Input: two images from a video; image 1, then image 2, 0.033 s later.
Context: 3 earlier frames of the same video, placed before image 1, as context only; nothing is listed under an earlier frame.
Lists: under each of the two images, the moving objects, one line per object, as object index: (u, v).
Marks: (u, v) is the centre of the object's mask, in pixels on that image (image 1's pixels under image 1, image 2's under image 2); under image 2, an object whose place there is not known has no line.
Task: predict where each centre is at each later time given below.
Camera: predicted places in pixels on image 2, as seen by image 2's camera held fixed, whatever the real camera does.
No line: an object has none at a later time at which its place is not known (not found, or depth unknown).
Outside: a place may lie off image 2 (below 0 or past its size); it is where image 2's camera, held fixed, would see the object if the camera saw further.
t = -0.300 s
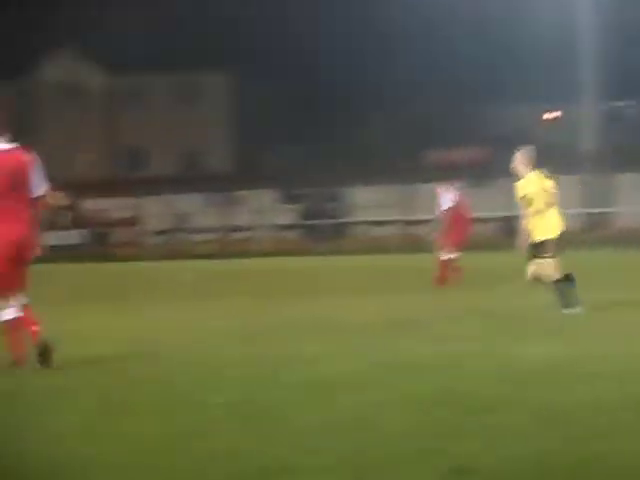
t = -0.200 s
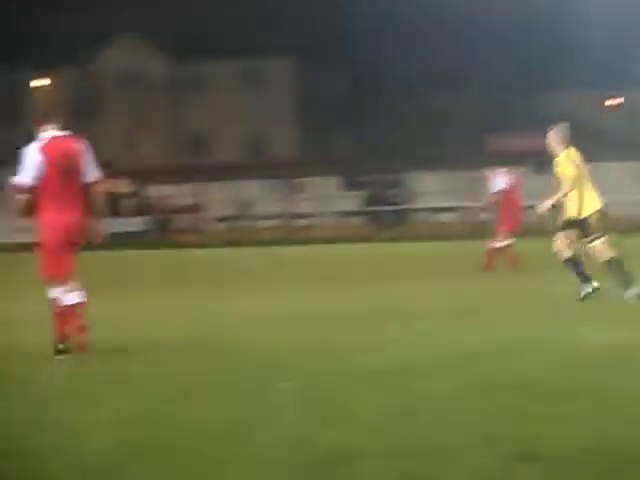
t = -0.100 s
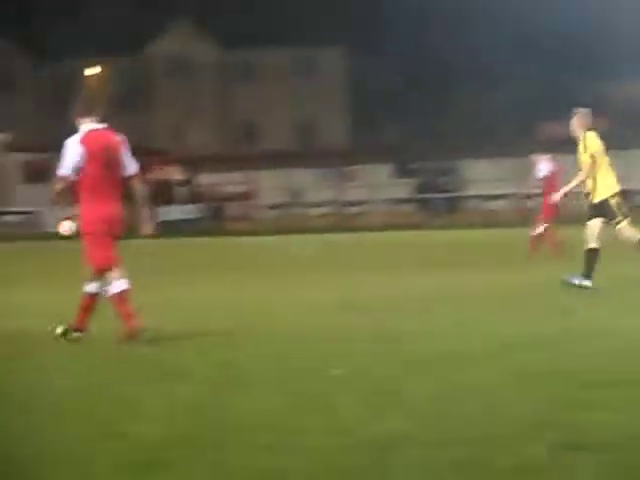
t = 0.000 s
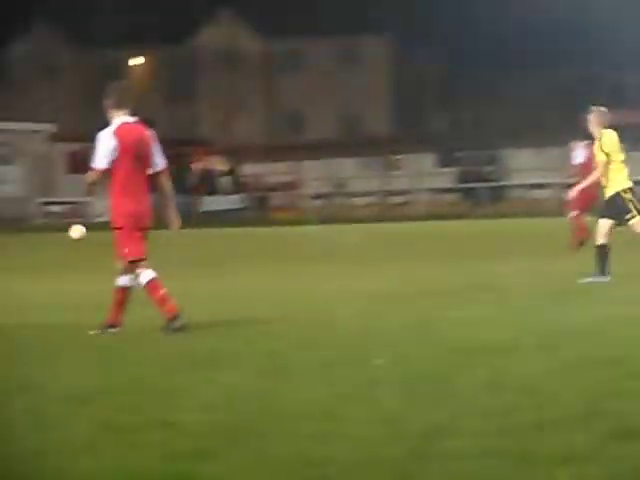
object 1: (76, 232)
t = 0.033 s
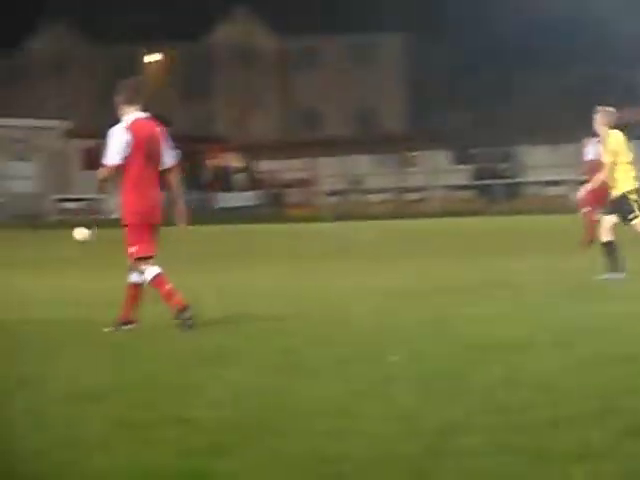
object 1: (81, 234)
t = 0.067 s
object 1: (69, 241)
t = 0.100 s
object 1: (58, 249)
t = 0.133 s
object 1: (48, 257)
